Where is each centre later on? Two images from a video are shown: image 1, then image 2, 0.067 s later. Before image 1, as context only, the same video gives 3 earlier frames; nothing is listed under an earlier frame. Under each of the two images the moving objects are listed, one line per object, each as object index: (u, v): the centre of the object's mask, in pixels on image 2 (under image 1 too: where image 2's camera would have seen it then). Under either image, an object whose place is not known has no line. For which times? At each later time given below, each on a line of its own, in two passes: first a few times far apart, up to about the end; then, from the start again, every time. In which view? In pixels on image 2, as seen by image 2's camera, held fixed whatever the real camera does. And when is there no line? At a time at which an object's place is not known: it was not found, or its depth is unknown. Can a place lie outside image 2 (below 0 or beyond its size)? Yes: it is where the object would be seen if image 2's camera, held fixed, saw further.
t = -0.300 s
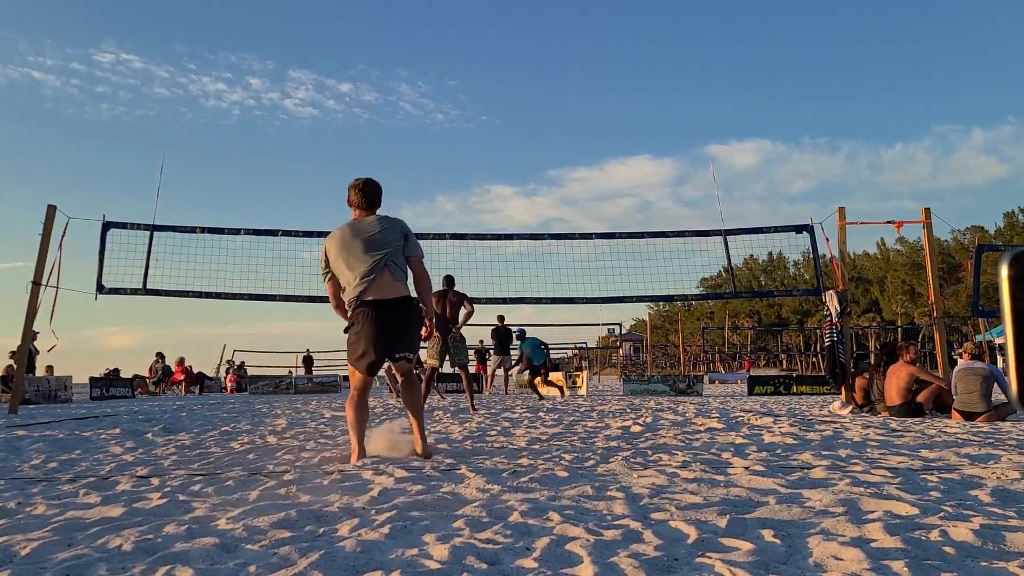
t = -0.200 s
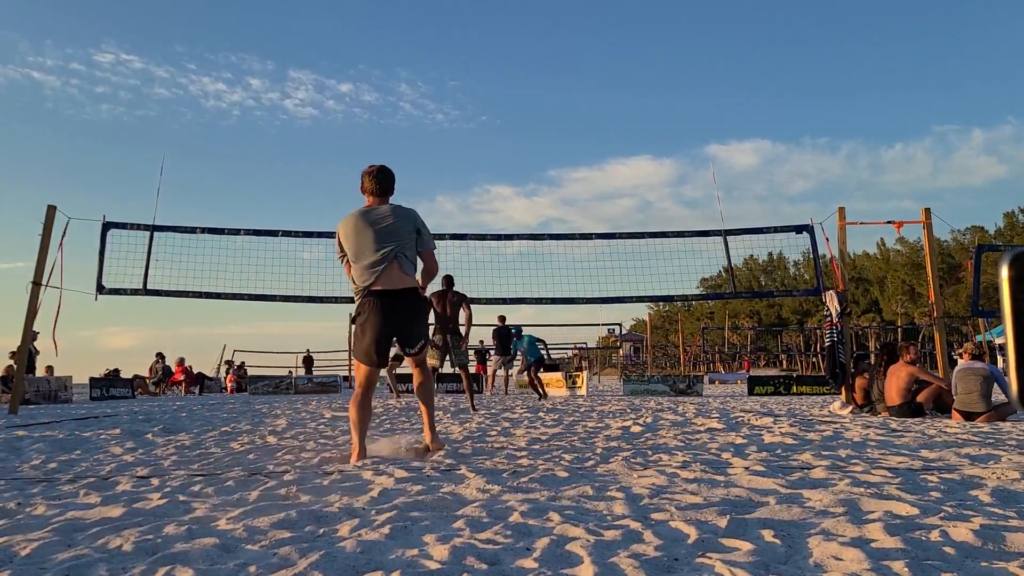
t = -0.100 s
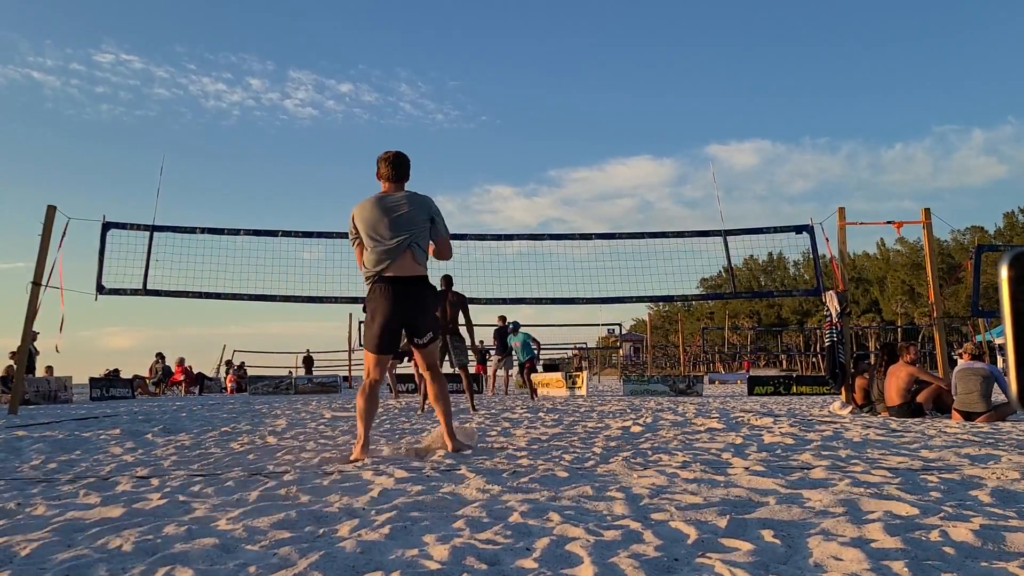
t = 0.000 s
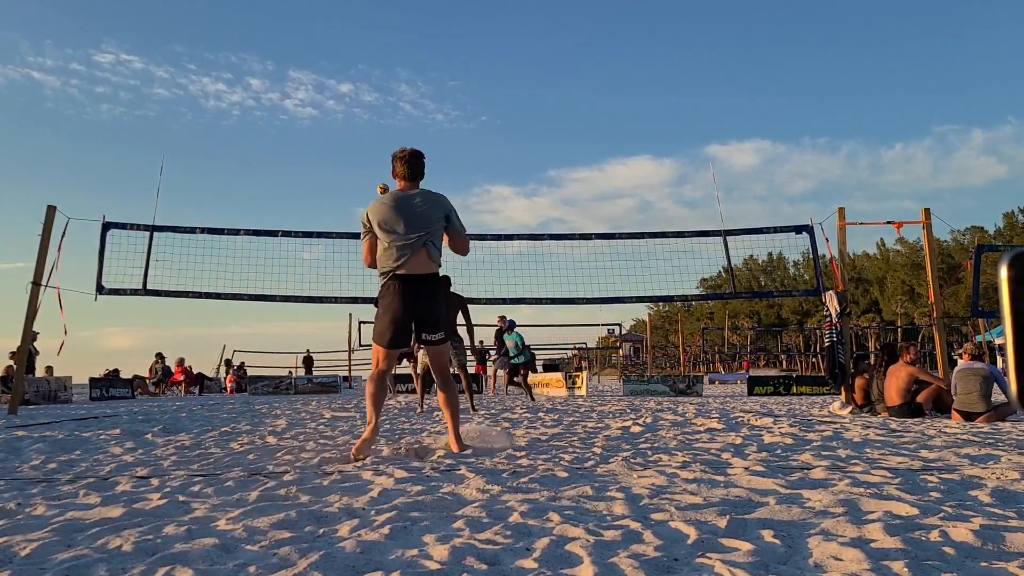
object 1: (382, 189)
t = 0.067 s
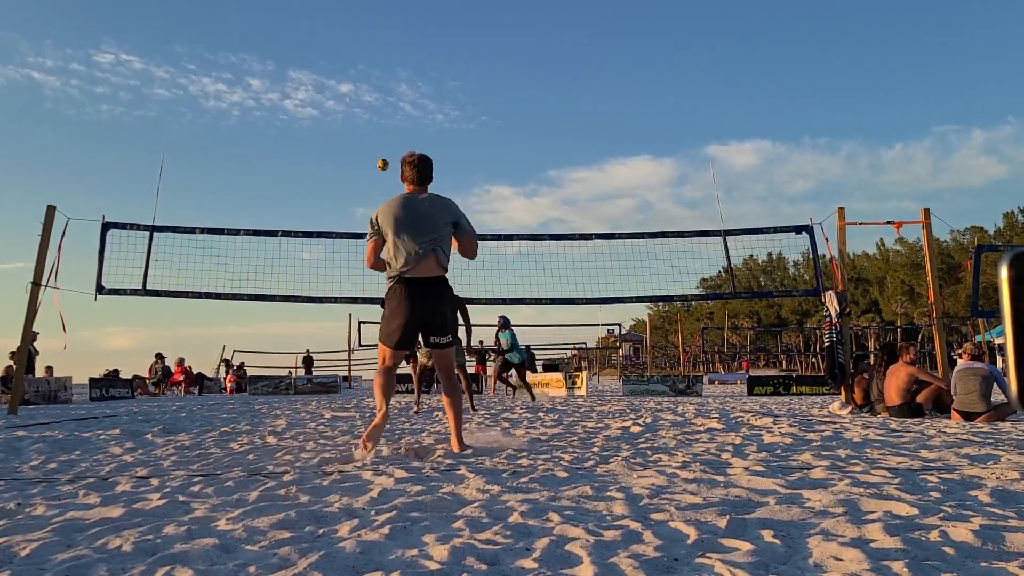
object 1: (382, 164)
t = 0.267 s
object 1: (382, 104)
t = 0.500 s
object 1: (381, 61)
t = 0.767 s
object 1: (381, 48)
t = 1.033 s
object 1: (381, 74)
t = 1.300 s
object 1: (381, 143)
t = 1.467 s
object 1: (380, 209)
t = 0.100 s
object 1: (382, 153)
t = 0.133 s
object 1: (382, 142)
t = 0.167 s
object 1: (382, 132)
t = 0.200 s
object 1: (382, 122)
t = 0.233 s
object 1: (382, 113)
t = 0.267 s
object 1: (382, 104)
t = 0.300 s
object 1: (382, 97)
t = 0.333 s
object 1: (382, 89)
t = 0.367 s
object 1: (381, 82)
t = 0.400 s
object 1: (381, 76)
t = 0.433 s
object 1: (381, 70)
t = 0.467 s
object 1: (381, 66)
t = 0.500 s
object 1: (381, 61)
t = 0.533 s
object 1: (381, 57)
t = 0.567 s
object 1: (381, 55)
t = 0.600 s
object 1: (381, 52)
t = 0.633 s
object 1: (381, 50)
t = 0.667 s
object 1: (381, 48)
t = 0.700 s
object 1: (381, 48)
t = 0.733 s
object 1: (381, 47)
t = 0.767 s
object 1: (381, 48)
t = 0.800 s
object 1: (381, 49)
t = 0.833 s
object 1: (381, 51)
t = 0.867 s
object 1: (381, 53)
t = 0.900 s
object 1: (381, 56)
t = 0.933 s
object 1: (381, 60)
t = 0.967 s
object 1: (381, 64)
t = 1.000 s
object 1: (381, 69)
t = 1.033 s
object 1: (381, 74)
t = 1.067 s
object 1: (381, 80)
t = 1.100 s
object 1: (381, 87)
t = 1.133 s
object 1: (381, 95)
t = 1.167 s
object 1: (381, 103)
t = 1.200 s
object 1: (381, 112)
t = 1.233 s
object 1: (381, 122)
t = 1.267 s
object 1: (381, 132)
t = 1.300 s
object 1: (381, 143)
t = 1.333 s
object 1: (380, 155)
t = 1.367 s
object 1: (381, 167)
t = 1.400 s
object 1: (381, 180)
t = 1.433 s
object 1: (380, 194)
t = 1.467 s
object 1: (380, 209)
